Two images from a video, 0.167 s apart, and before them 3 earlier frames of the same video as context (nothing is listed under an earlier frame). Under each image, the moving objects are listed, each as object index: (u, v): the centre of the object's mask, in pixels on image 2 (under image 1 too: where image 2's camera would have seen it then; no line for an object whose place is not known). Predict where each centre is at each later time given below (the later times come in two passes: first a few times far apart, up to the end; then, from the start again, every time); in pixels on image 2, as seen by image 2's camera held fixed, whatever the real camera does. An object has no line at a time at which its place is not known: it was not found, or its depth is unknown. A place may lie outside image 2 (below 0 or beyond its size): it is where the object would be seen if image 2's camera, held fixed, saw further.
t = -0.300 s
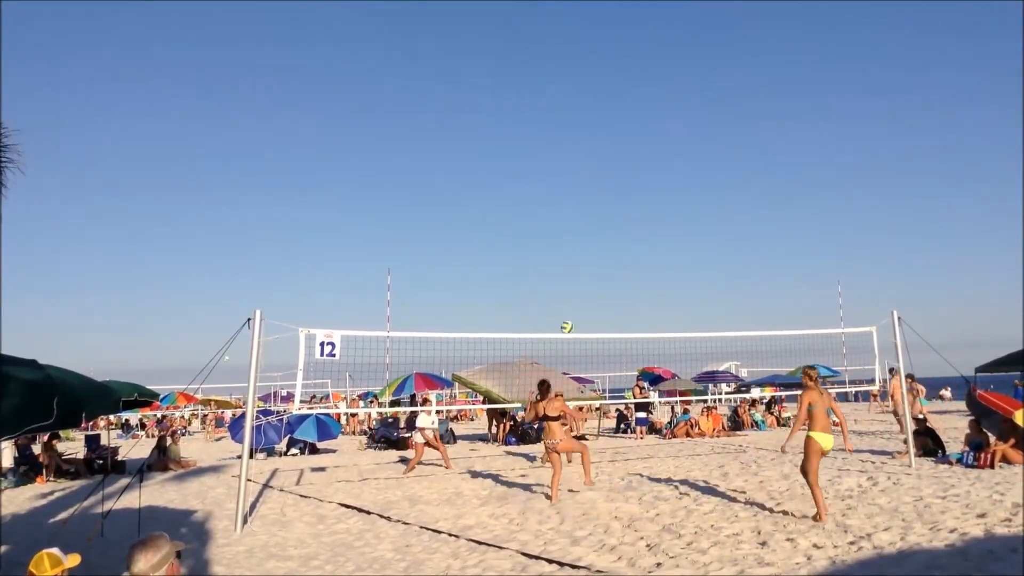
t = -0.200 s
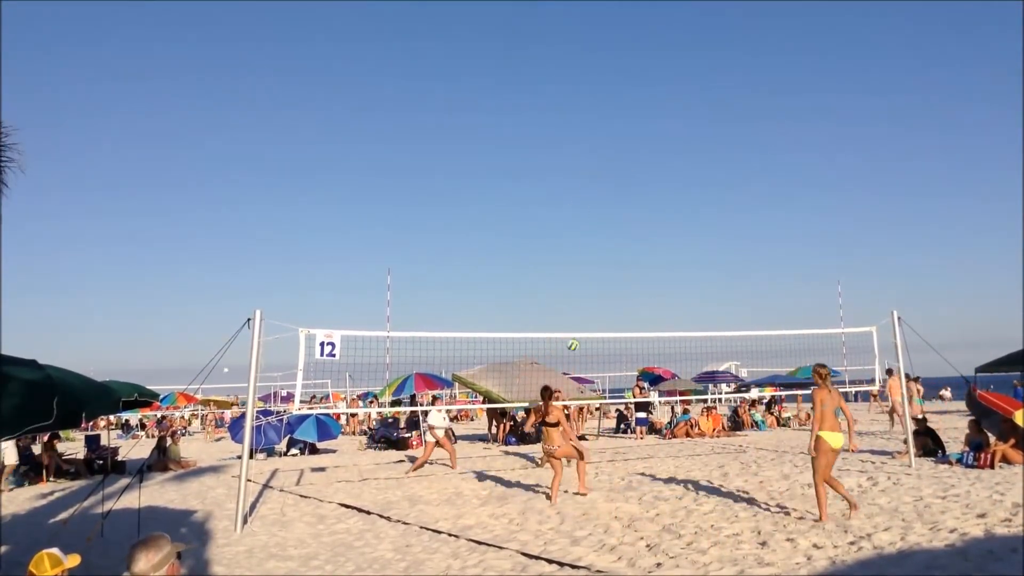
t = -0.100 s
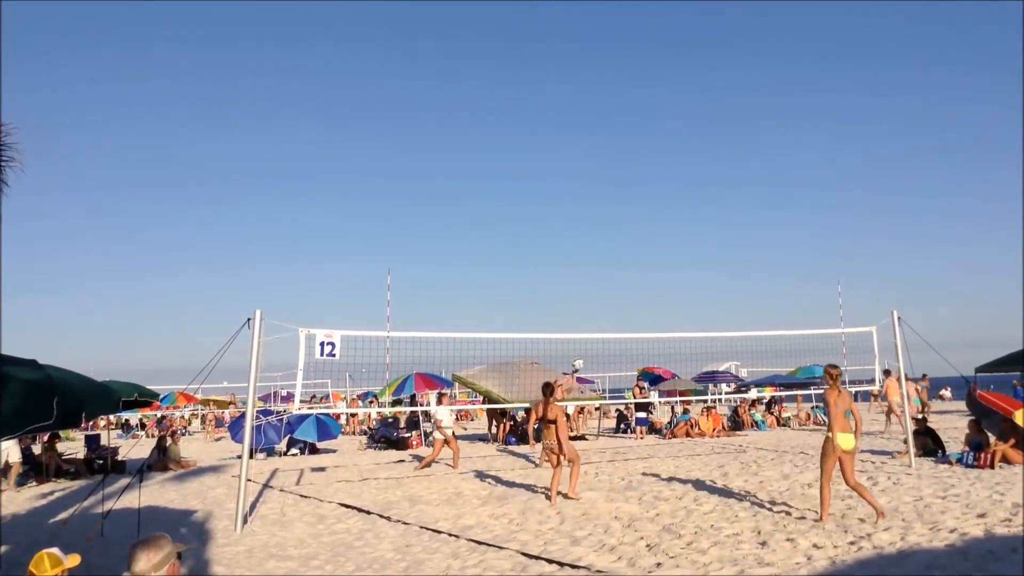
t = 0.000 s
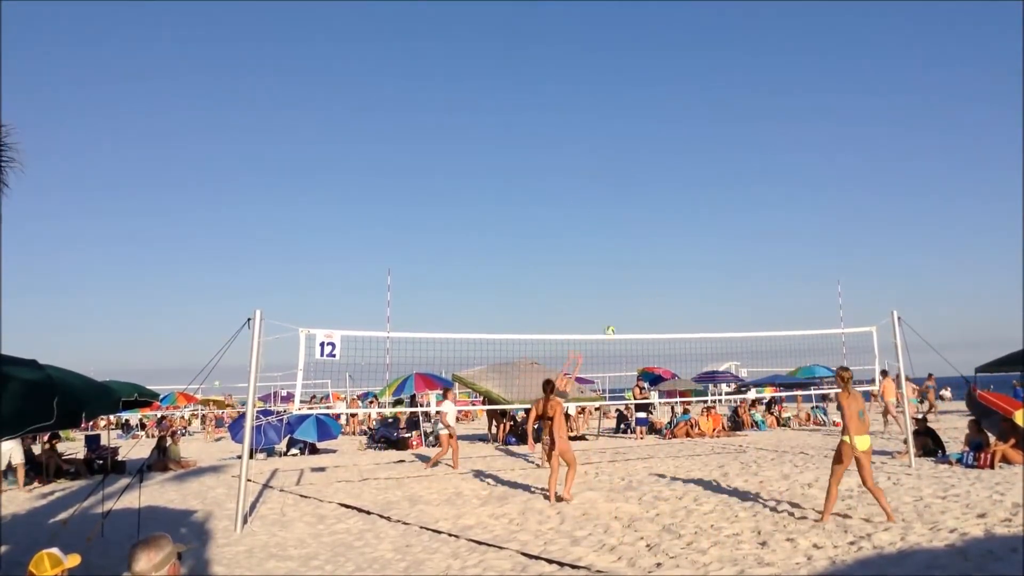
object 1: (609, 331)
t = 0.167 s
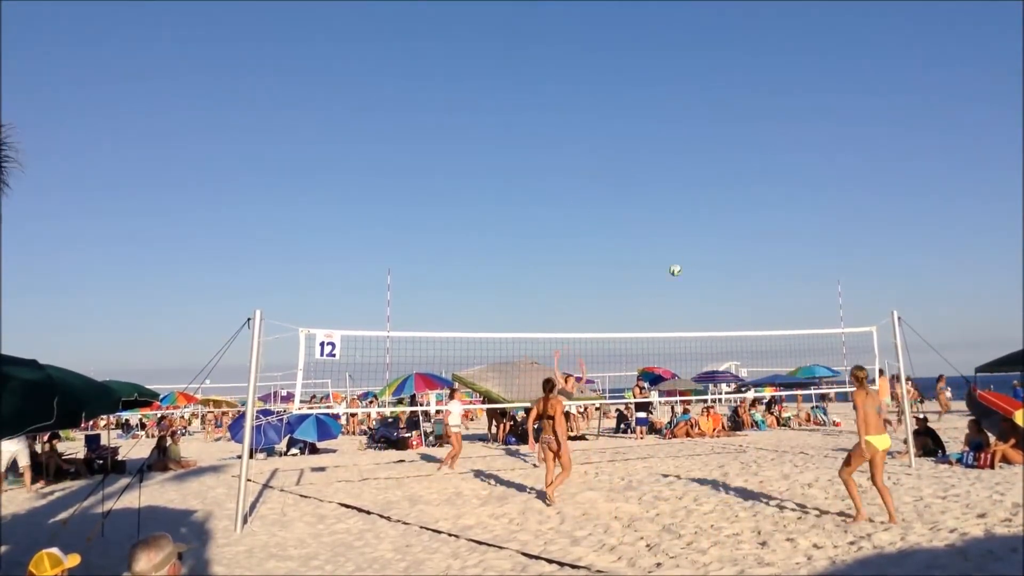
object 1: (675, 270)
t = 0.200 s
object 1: (688, 260)
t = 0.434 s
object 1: (784, 202)
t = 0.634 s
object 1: (871, 176)
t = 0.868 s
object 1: (974, 176)
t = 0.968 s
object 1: (1018, 186)
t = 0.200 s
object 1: (688, 260)
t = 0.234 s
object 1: (702, 250)
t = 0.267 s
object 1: (715, 240)
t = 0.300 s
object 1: (728, 231)
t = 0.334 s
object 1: (742, 223)
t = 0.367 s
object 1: (757, 215)
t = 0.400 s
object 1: (770, 209)
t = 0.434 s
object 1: (784, 202)
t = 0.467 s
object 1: (798, 196)
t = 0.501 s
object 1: (812, 191)
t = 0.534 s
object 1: (827, 186)
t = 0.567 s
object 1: (841, 182)
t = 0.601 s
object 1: (856, 178)
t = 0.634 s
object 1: (871, 176)
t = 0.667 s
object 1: (886, 174)
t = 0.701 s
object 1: (900, 173)
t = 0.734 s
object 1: (915, 172)
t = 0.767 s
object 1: (929, 172)
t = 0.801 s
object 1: (944, 172)
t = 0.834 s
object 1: (959, 174)
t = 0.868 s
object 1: (974, 176)
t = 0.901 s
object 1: (989, 179)
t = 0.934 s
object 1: (1003, 182)
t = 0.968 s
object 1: (1018, 186)
